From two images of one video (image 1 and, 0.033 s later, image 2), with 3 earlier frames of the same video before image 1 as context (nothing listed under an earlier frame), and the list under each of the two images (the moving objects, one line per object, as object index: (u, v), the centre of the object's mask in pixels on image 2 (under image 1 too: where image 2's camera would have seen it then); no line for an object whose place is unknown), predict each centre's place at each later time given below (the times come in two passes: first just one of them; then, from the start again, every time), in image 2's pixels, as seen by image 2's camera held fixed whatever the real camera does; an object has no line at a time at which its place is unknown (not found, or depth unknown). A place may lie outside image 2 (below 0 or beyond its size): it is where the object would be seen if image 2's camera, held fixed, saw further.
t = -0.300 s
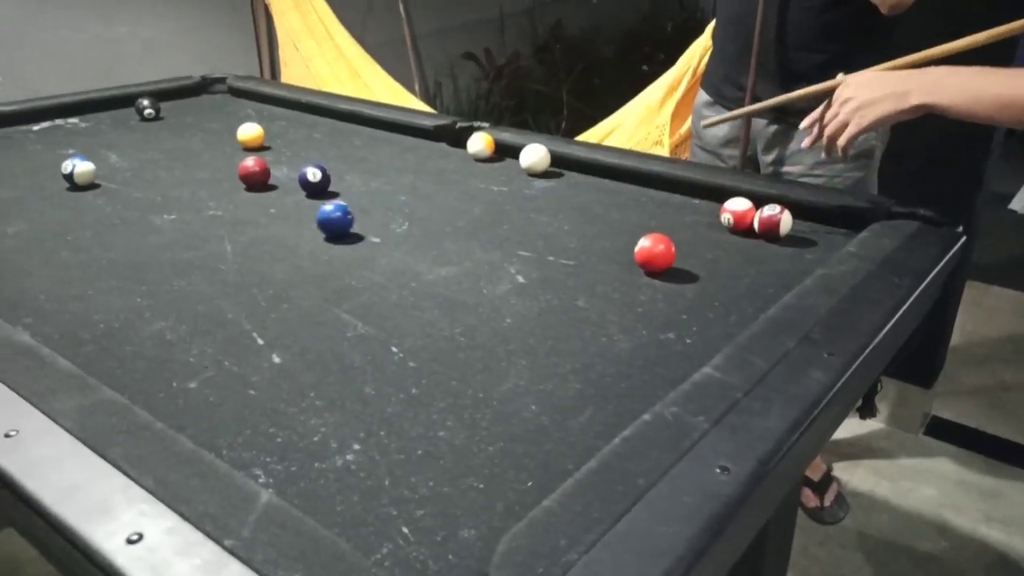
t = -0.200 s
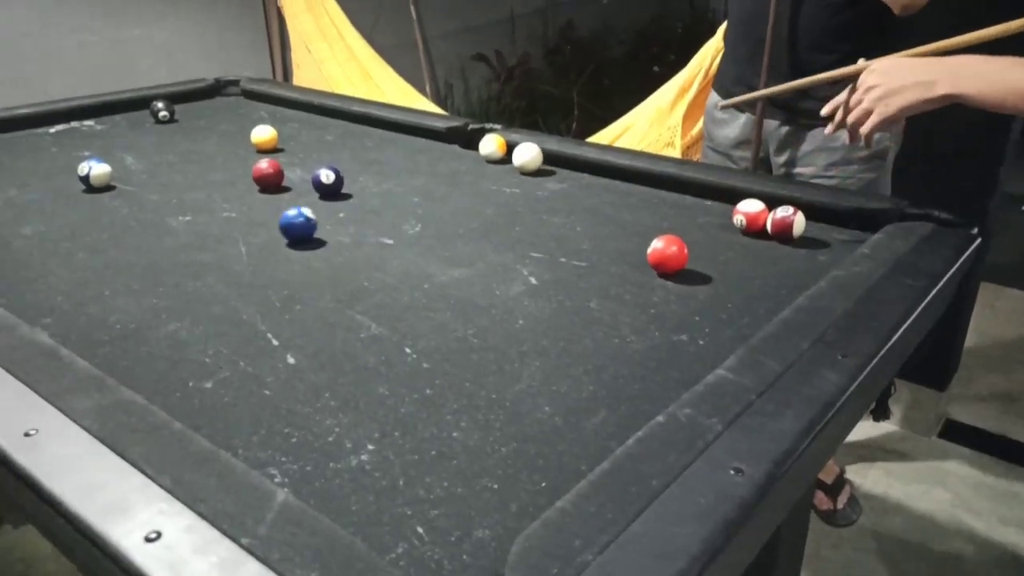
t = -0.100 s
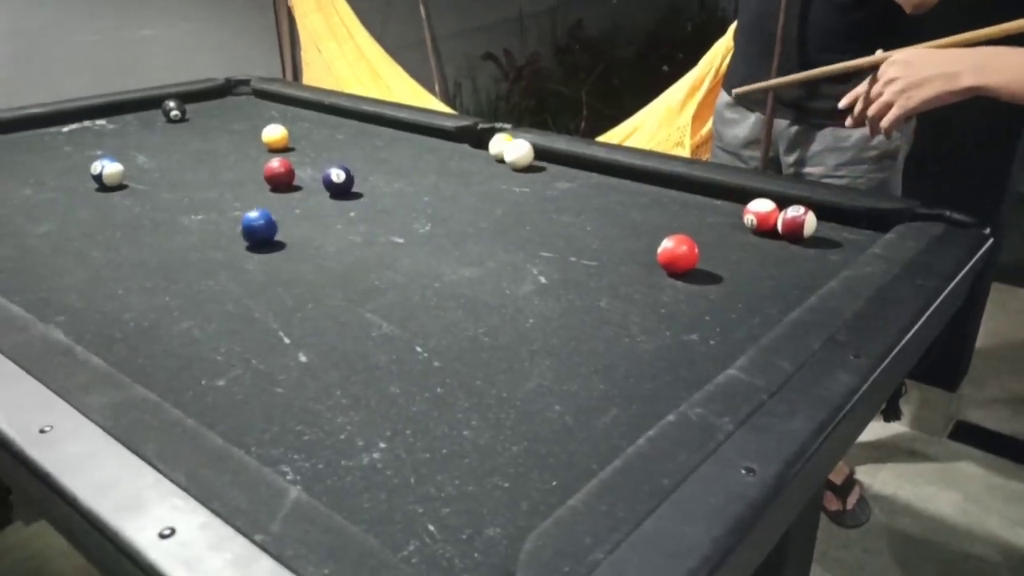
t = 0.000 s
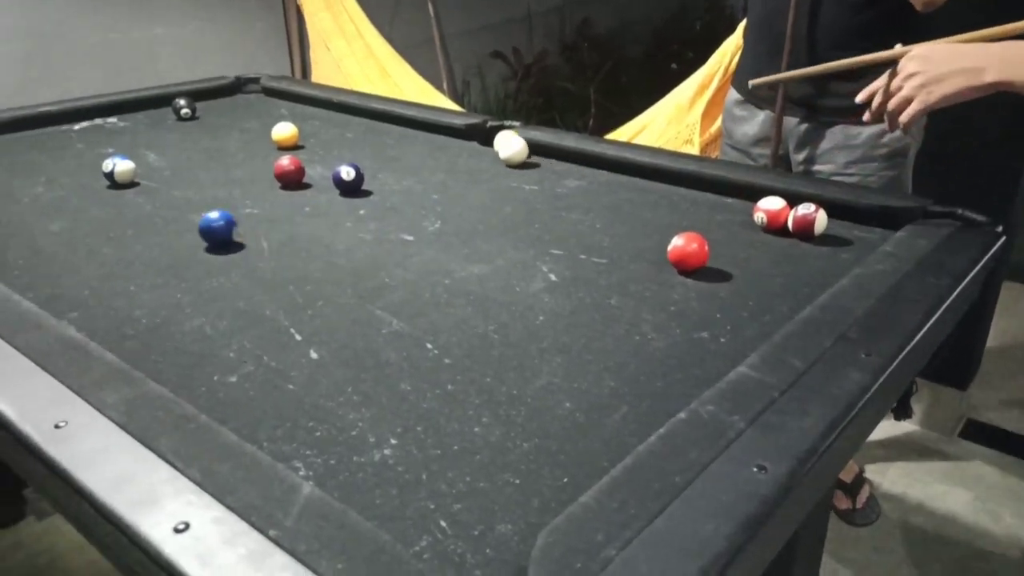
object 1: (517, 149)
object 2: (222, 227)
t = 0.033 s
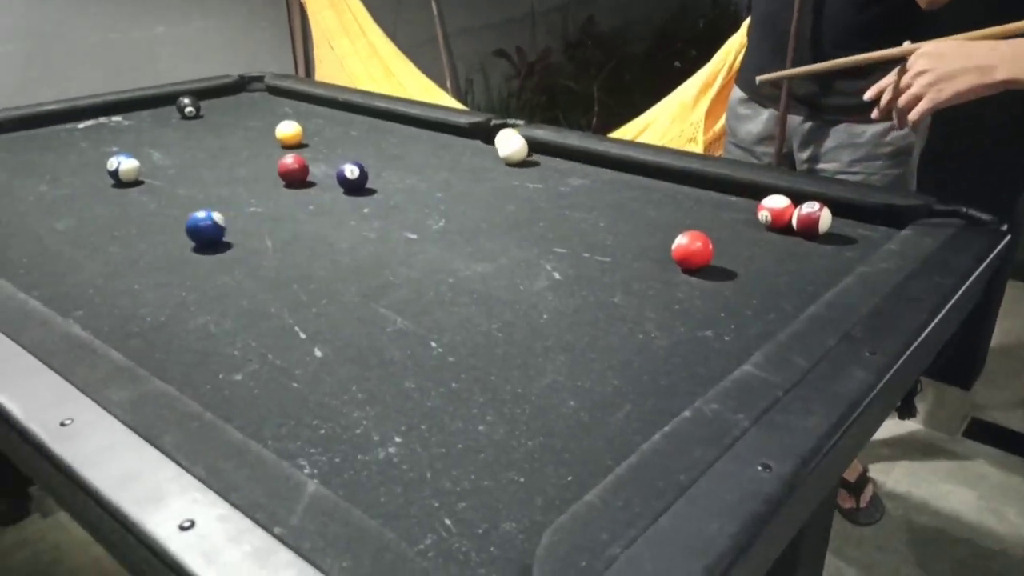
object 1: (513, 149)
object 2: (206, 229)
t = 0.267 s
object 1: (483, 148)
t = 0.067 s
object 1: (508, 149)
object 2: (188, 229)
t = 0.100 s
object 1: (504, 149)
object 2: (171, 231)
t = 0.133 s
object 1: (500, 148)
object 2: (154, 232)
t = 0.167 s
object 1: (495, 149)
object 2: (137, 233)
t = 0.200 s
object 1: (491, 148)
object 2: (120, 234)
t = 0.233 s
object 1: (487, 148)
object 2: (102, 235)
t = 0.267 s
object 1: (483, 148)
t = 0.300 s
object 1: (478, 148)
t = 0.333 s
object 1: (474, 148)
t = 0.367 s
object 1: (470, 147)
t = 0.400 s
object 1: (466, 148)
